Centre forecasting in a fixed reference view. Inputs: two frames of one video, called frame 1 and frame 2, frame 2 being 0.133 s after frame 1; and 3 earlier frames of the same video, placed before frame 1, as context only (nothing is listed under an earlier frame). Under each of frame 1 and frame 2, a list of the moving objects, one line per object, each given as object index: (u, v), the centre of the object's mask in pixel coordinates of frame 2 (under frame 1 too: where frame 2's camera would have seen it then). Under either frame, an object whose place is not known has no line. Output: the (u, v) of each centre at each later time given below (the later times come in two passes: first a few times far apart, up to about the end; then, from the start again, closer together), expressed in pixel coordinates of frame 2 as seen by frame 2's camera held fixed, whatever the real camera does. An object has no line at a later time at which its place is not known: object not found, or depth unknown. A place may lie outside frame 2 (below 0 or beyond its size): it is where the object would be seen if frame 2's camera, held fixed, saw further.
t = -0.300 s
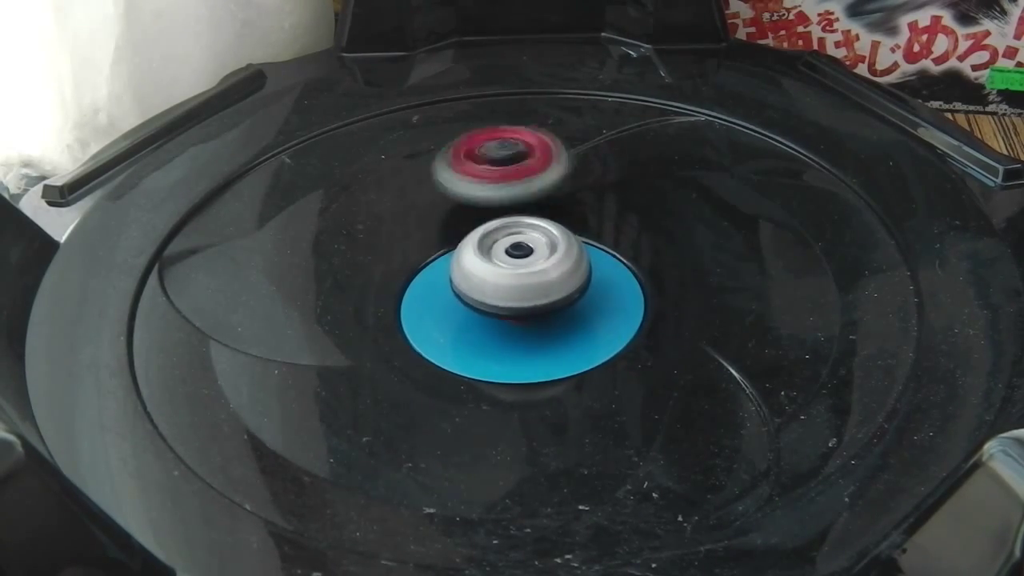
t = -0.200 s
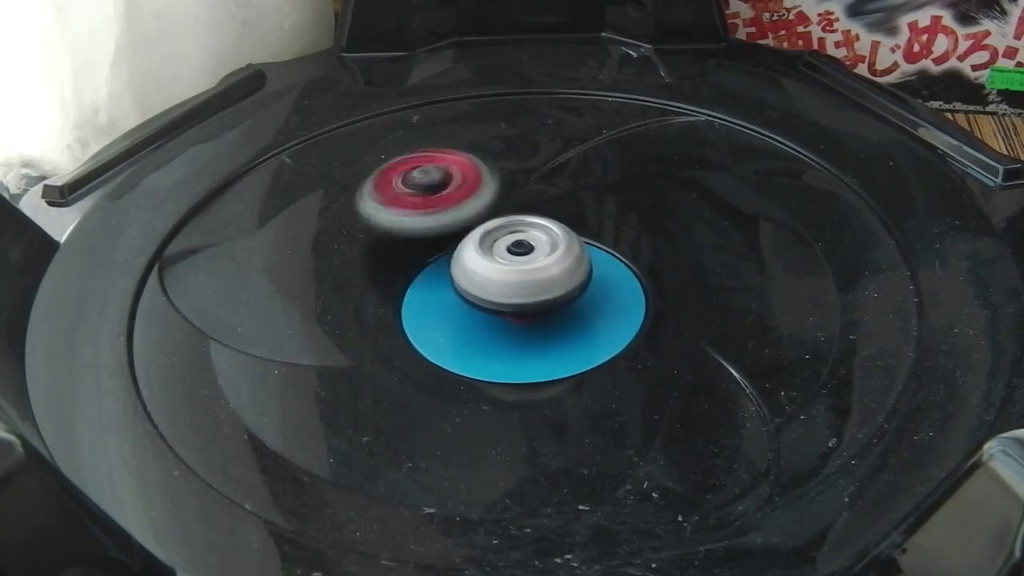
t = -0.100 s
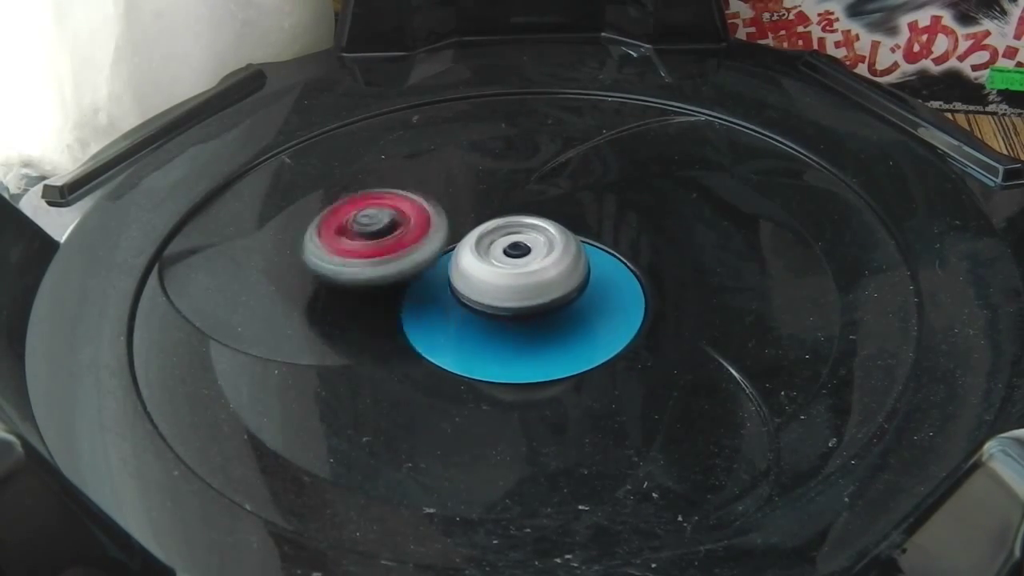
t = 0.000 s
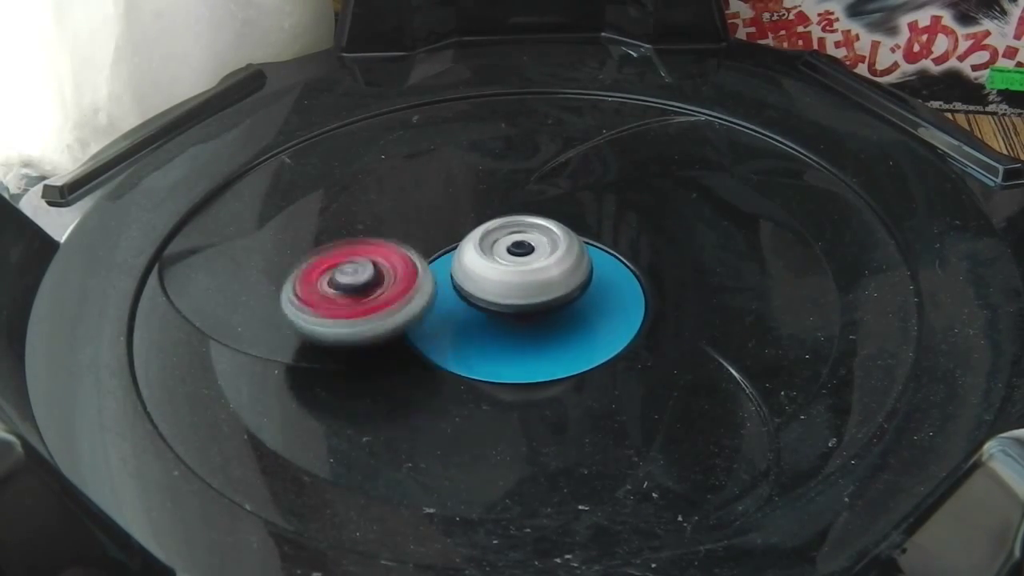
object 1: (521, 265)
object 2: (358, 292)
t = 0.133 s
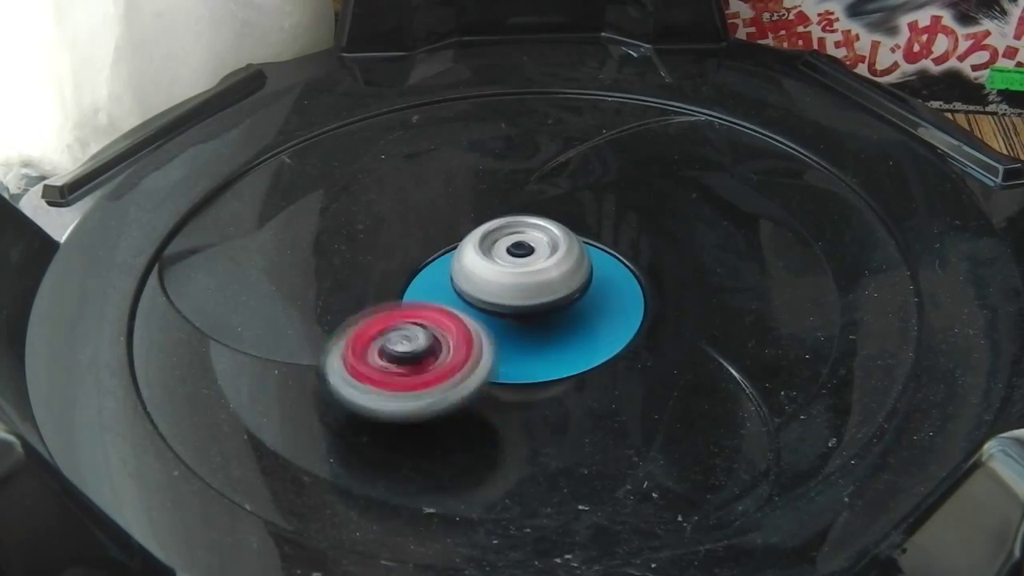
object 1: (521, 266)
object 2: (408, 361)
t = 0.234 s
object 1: (519, 265)
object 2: (499, 387)
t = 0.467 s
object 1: (517, 266)
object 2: (681, 317)
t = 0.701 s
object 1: (519, 264)
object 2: (663, 198)
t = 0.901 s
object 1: (520, 265)
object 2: (569, 134)
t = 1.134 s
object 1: (519, 265)
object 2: (438, 157)
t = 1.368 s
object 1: (519, 265)
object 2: (369, 263)
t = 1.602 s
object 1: (519, 266)
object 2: (452, 370)
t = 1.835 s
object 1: (520, 266)
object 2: (646, 332)
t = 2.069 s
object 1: (514, 270)
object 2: (770, 208)
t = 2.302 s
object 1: (521, 264)
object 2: (690, 112)
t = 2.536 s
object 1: (519, 266)
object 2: (501, 152)
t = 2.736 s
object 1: (531, 267)
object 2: (319, 200)
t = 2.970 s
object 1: (521, 265)
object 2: (173, 296)
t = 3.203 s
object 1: (520, 265)
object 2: (346, 411)
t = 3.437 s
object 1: (504, 261)
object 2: (614, 371)
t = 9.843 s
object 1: (523, 266)
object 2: (340, 304)
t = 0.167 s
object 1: (519, 265)
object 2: (435, 374)
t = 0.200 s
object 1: (520, 266)
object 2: (465, 382)
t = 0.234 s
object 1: (519, 265)
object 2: (499, 387)
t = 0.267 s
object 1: (520, 266)
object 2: (534, 387)
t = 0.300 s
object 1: (519, 264)
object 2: (568, 384)
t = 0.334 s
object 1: (519, 266)
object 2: (600, 376)
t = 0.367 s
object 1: (519, 265)
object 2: (628, 365)
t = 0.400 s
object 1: (518, 266)
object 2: (651, 351)
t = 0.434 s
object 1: (520, 265)
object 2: (669, 334)
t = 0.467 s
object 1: (517, 266)
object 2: (681, 317)
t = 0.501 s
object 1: (521, 266)
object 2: (688, 300)
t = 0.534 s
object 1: (518, 265)
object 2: (690, 283)
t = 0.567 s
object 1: (520, 266)
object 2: (685, 265)
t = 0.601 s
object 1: (519, 265)
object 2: (676, 249)
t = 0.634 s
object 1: (519, 266)
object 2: (663, 235)
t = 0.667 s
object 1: (517, 268)
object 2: (665, 216)
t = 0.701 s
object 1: (519, 264)
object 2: (663, 198)
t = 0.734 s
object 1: (519, 267)
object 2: (654, 184)
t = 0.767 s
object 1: (520, 265)
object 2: (642, 170)
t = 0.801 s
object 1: (518, 267)
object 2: (626, 158)
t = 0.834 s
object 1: (521, 265)
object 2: (606, 149)
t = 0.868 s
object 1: (518, 267)
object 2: (587, 141)
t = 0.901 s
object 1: (520, 265)
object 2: (569, 134)
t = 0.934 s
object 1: (518, 266)
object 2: (553, 128)
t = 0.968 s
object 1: (521, 266)
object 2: (539, 130)
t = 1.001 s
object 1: (518, 266)
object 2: (520, 133)
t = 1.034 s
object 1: (521, 266)
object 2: (501, 136)
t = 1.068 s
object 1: (518, 265)
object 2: (480, 141)
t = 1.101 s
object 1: (520, 266)
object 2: (458, 148)
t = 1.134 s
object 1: (519, 265)
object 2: (438, 157)
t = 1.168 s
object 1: (519, 267)
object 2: (420, 169)
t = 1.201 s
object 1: (520, 265)
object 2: (405, 182)
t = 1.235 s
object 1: (519, 267)
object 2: (392, 197)
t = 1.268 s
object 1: (520, 264)
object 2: (385, 213)
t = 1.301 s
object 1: (519, 266)
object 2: (381, 230)
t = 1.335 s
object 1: (523, 264)
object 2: (379, 246)
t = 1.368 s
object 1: (519, 265)
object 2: (369, 263)
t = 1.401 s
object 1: (521, 266)
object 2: (365, 280)
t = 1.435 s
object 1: (518, 265)
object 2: (367, 298)
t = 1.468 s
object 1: (520, 267)
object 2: (373, 315)
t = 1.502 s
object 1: (519, 264)
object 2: (385, 332)
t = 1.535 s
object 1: (520, 266)
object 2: (403, 347)
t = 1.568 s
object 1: (520, 264)
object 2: (425, 360)
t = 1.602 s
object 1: (519, 266)
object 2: (452, 370)
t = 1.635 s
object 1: (521, 264)
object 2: (481, 376)
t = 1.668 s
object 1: (518, 266)
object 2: (514, 378)
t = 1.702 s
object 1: (521, 265)
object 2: (545, 375)
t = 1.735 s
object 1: (518, 266)
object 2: (576, 369)
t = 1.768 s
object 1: (521, 266)
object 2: (604, 359)
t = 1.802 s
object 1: (519, 266)
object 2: (627, 347)
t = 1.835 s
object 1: (520, 266)
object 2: (646, 332)
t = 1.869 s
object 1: (518, 265)
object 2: (659, 316)
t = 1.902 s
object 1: (520, 266)
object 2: (665, 299)
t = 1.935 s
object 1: (518, 265)
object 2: (667, 282)
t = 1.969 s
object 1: (508, 266)
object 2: (696, 263)
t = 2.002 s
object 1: (521, 272)
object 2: (732, 243)
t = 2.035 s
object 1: (512, 263)
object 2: (756, 225)
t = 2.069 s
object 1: (514, 270)
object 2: (770, 208)
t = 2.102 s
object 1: (518, 261)
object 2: (774, 192)
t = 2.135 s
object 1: (514, 266)
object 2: (776, 176)
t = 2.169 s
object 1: (522, 262)
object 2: (769, 160)
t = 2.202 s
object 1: (520, 268)
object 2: (755, 145)
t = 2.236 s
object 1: (520, 265)
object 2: (738, 131)
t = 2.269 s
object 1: (520, 267)
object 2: (717, 120)
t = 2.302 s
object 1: (521, 264)
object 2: (690, 112)
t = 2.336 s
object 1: (519, 267)
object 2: (663, 108)
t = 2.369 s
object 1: (520, 265)
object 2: (635, 106)
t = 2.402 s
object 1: (519, 267)
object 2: (606, 108)
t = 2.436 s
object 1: (521, 265)
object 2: (576, 117)
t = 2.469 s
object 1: (519, 266)
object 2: (549, 127)
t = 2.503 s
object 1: (521, 265)
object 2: (524, 139)
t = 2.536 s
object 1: (519, 266)
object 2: (501, 152)
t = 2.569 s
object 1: (521, 265)
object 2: (481, 165)
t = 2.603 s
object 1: (519, 265)
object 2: (463, 181)
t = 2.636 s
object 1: (522, 266)
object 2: (447, 195)
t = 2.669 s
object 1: (535, 261)
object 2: (402, 196)
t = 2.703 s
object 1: (519, 262)
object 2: (356, 196)
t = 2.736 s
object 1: (531, 267)
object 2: (319, 200)
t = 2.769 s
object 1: (524, 260)
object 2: (283, 206)
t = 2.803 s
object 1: (521, 270)
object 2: (251, 217)
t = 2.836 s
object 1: (520, 265)
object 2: (222, 228)
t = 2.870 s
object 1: (518, 267)
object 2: (196, 243)
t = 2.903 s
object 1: (521, 264)
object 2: (176, 257)
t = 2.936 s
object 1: (520, 267)
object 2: (175, 276)
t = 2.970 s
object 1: (521, 265)
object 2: (173, 296)
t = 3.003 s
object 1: (518, 266)
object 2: (174, 317)
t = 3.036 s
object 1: (522, 266)
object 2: (183, 340)
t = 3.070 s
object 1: (519, 266)
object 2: (199, 362)
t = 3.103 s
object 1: (521, 266)
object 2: (227, 383)
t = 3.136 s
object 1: (519, 265)
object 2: (265, 400)
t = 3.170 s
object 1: (521, 266)
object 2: (306, 410)
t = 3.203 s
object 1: (520, 265)
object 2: (346, 411)
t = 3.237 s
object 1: (520, 266)
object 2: (384, 408)
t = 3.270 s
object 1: (521, 265)
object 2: (422, 401)
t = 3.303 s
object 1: (520, 267)
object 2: (460, 391)
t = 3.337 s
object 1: (521, 264)
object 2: (495, 378)
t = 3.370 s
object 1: (520, 263)
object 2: (527, 364)
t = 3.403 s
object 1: (519, 256)
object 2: (562, 355)
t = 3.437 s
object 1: (504, 261)
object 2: (614, 371)
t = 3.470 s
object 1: (516, 271)
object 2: (661, 374)
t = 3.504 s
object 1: (512, 255)
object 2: (700, 374)
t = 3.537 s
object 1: (504, 266)
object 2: (740, 372)
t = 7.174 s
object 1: (514, 267)
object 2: (683, 235)
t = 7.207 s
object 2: (703, 215)
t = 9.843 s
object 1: (523, 266)
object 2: (340, 304)
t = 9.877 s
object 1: (523, 264)
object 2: (354, 315)
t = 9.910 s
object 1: (521, 265)
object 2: (373, 325)
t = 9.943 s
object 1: (523, 264)
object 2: (396, 333)
